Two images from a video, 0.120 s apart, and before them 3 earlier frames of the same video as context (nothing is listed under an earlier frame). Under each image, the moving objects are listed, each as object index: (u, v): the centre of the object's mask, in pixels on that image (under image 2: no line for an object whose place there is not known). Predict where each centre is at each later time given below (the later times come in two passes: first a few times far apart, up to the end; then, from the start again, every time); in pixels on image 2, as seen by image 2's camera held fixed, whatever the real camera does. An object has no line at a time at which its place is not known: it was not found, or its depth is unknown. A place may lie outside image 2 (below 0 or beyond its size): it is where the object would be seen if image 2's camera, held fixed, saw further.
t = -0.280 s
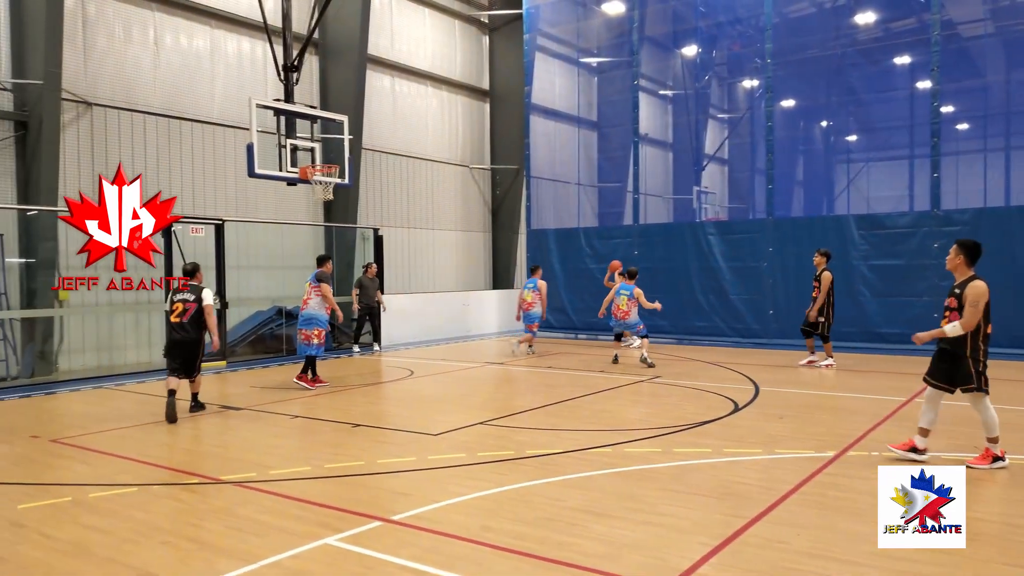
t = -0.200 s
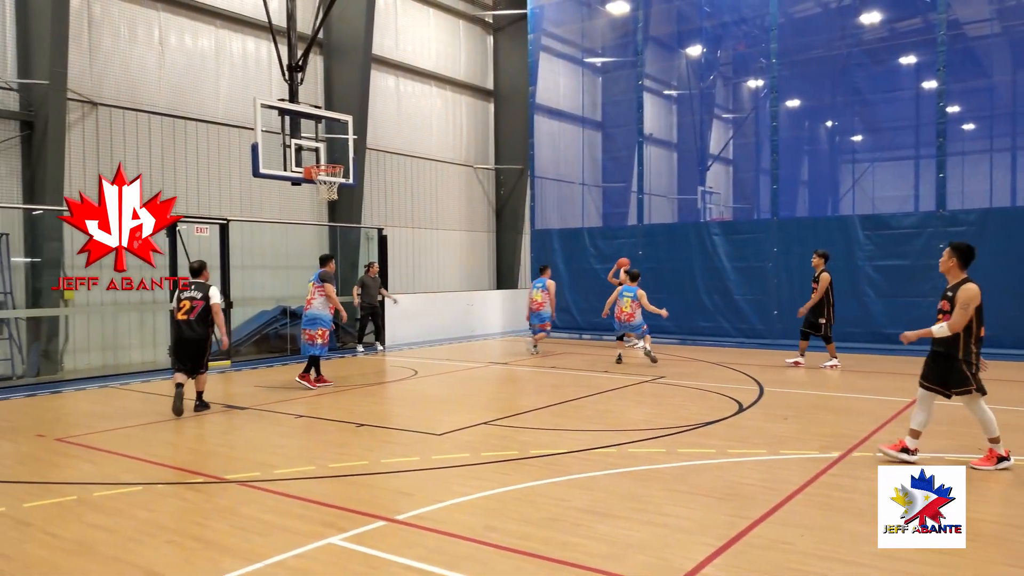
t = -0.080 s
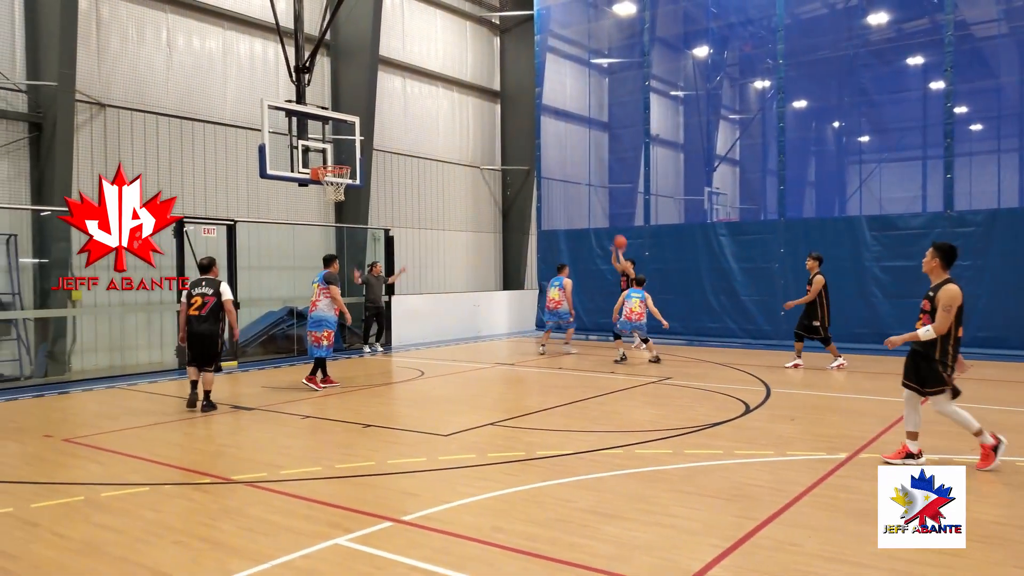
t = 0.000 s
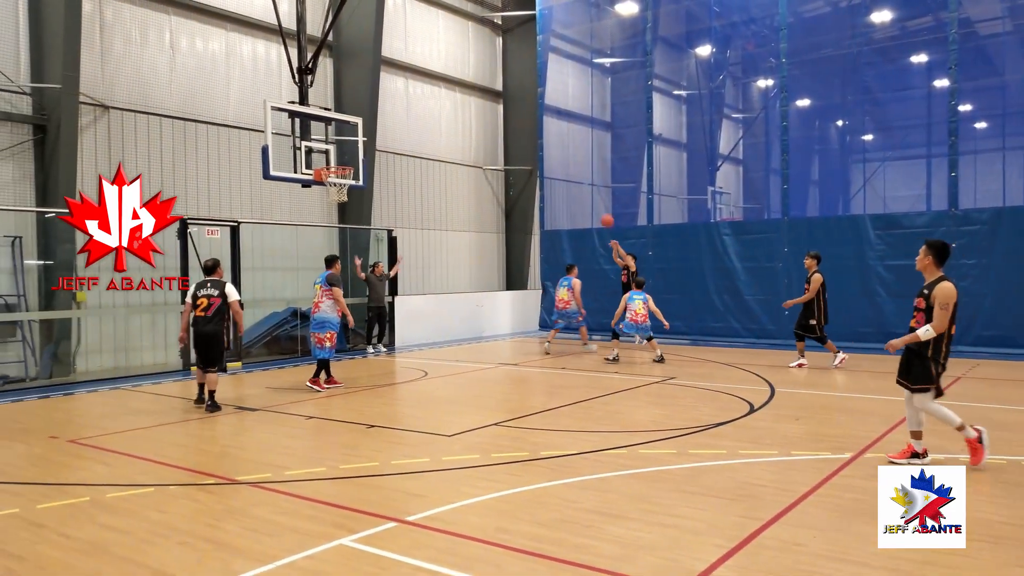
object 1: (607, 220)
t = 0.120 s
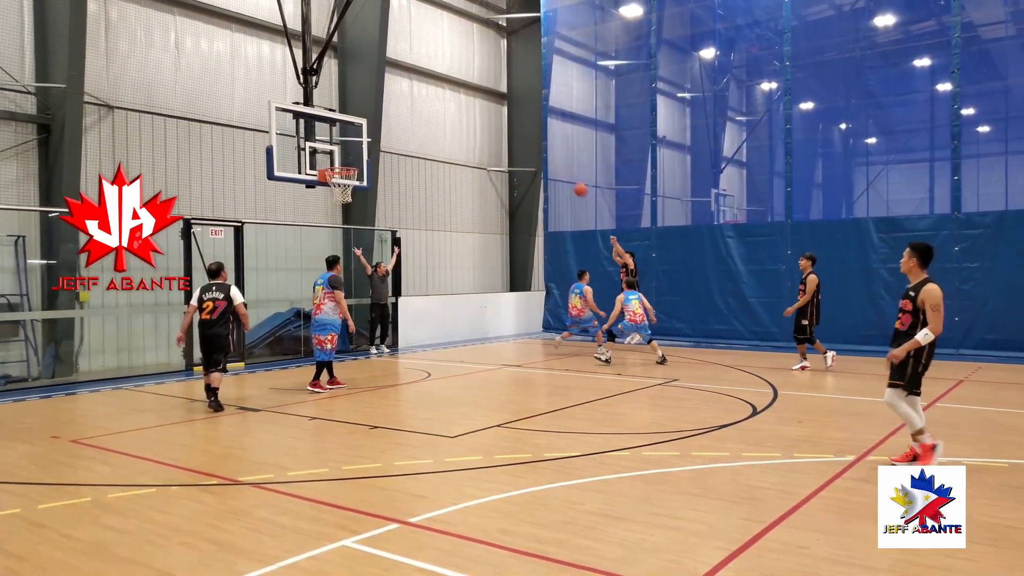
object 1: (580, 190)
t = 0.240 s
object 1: (547, 163)
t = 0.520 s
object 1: (461, 126)
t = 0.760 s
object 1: (388, 134)
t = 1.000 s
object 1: (348, 164)
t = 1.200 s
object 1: (343, 177)
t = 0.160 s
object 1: (566, 178)
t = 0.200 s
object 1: (557, 170)
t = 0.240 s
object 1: (547, 163)
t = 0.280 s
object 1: (534, 153)
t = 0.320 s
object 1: (525, 148)
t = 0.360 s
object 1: (510, 141)
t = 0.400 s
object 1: (500, 137)
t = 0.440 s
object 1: (491, 134)
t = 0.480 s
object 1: (476, 130)
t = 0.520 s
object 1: (461, 126)
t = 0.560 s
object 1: (451, 125)
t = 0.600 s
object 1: (435, 125)
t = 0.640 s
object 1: (425, 126)
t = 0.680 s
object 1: (409, 128)
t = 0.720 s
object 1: (399, 131)
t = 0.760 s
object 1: (388, 134)
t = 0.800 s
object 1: (372, 139)
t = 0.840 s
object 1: (360, 144)
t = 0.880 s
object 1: (354, 149)
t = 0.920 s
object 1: (351, 155)
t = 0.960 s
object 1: (349, 161)
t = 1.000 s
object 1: (348, 164)
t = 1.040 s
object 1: (344, 178)
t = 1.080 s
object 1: (342, 184)
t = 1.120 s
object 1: (343, 182)
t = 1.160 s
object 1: (344, 180)
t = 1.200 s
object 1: (343, 177)
